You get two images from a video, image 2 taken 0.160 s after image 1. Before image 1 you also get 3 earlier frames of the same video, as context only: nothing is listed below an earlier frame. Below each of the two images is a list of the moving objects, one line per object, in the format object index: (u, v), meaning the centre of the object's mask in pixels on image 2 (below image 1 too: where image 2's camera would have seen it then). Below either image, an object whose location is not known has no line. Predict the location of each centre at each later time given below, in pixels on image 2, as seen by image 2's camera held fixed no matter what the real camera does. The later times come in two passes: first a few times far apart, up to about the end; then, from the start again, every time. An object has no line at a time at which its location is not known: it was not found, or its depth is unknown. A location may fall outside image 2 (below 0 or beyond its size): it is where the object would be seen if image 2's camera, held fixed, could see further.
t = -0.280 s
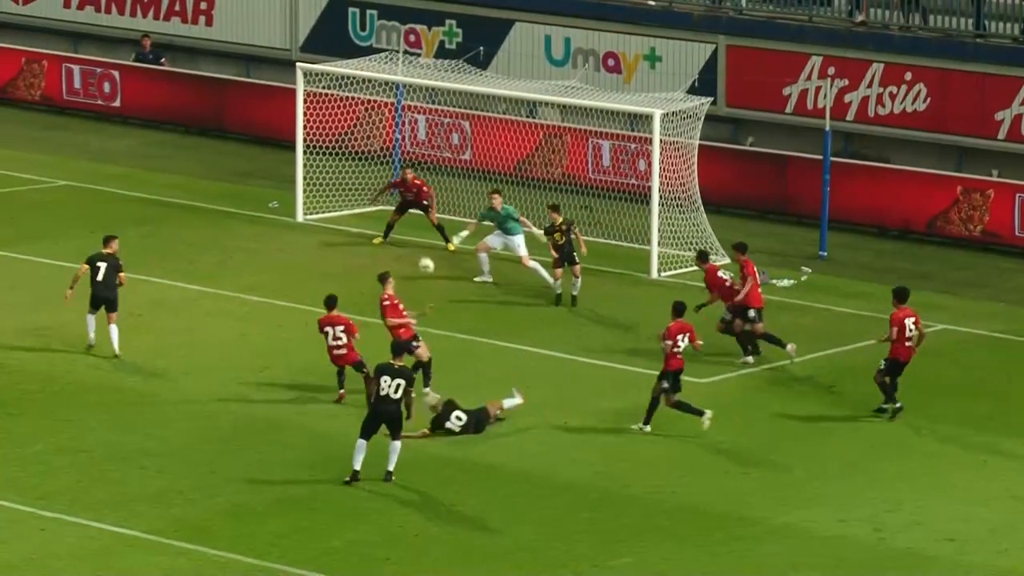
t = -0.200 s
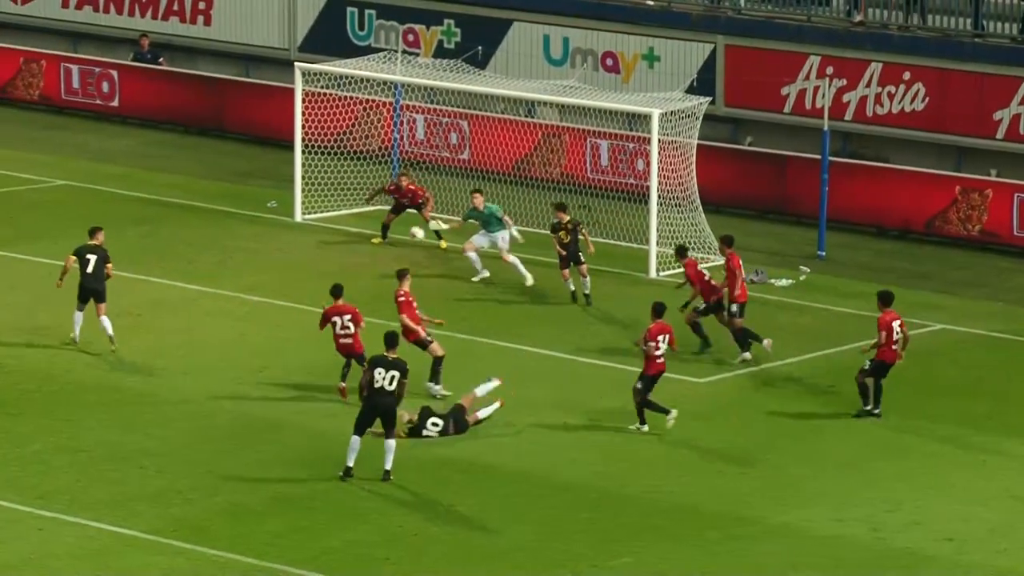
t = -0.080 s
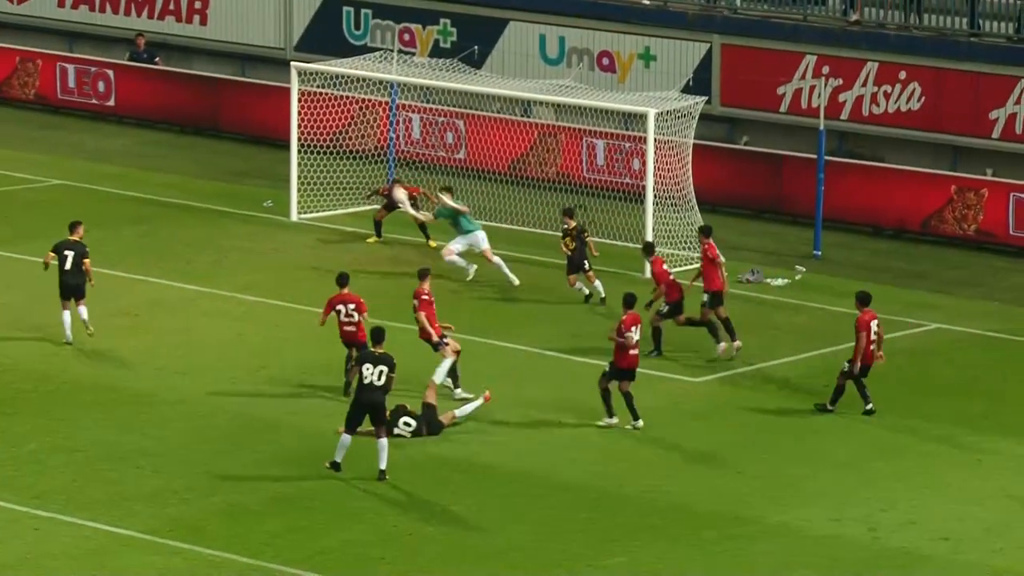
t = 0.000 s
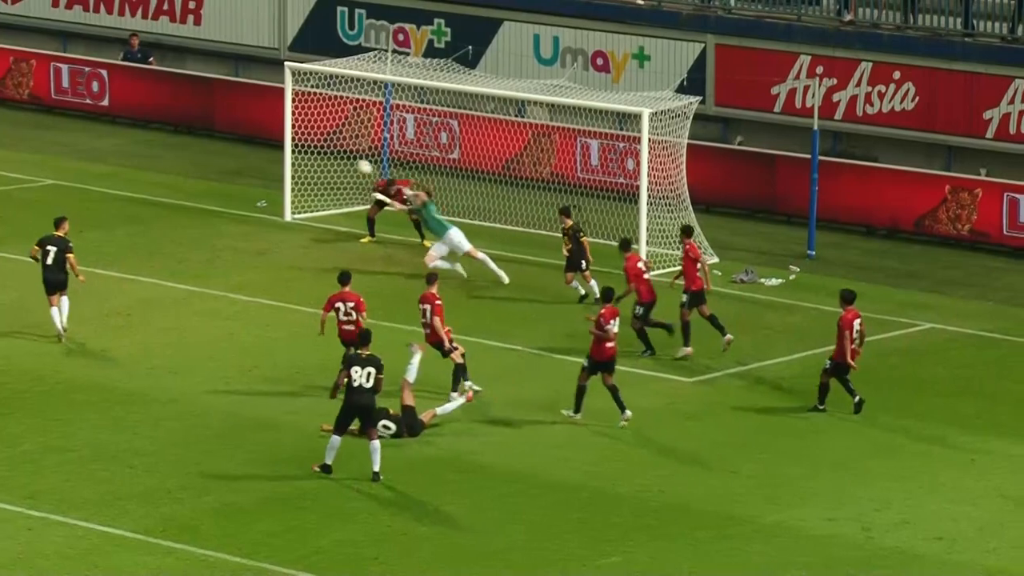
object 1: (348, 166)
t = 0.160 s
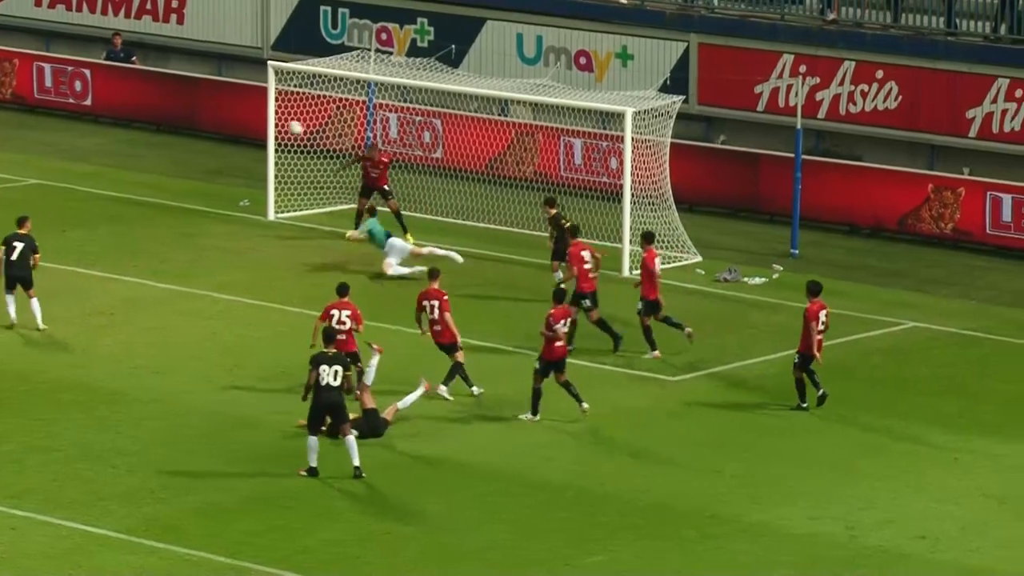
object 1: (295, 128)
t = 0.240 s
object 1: (273, 116)
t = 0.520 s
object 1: (207, 108)
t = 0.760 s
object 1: (167, 141)
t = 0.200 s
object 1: (284, 121)
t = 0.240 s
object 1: (273, 116)
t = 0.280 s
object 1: (261, 111)
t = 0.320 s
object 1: (252, 108)
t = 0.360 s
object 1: (243, 106)
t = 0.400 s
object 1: (233, 105)
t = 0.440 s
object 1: (225, 105)
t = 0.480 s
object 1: (216, 106)
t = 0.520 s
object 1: (207, 108)
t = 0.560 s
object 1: (200, 112)
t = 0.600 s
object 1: (192, 116)
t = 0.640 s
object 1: (185, 121)
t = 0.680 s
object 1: (178, 127)
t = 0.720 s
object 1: (172, 134)
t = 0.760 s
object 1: (167, 141)
